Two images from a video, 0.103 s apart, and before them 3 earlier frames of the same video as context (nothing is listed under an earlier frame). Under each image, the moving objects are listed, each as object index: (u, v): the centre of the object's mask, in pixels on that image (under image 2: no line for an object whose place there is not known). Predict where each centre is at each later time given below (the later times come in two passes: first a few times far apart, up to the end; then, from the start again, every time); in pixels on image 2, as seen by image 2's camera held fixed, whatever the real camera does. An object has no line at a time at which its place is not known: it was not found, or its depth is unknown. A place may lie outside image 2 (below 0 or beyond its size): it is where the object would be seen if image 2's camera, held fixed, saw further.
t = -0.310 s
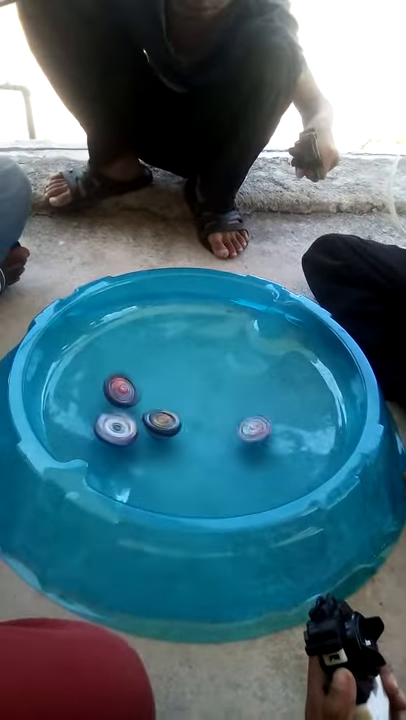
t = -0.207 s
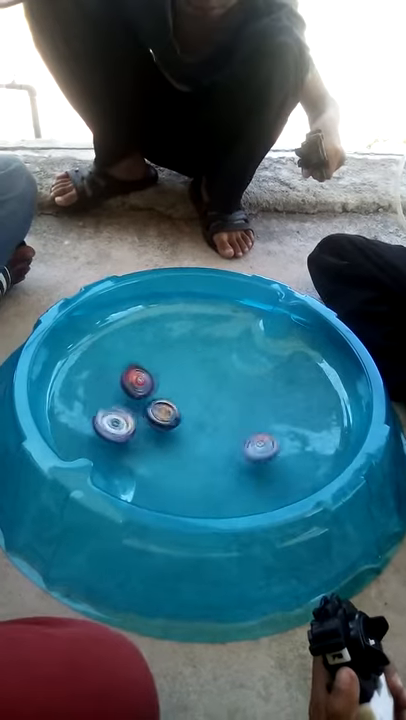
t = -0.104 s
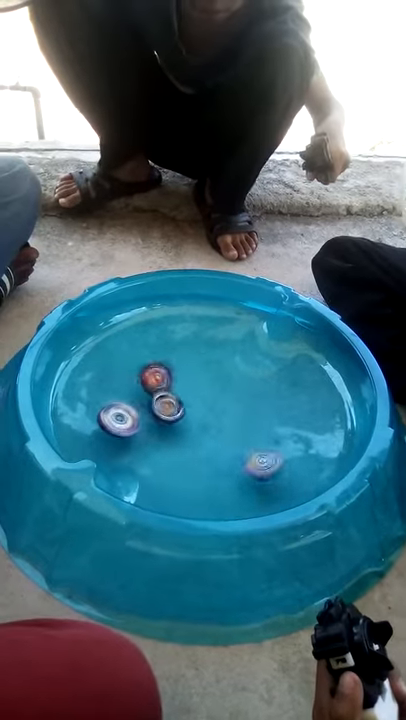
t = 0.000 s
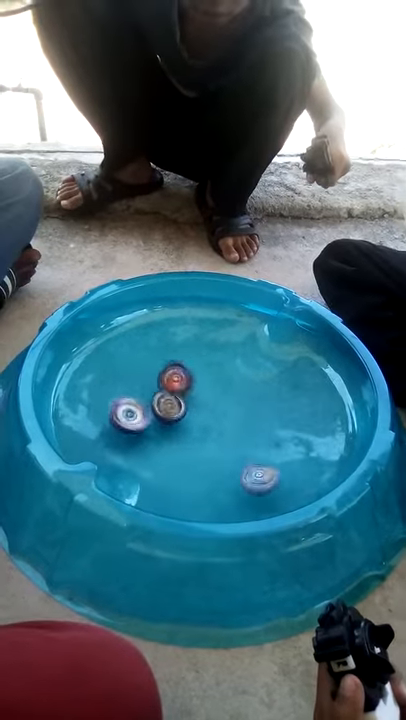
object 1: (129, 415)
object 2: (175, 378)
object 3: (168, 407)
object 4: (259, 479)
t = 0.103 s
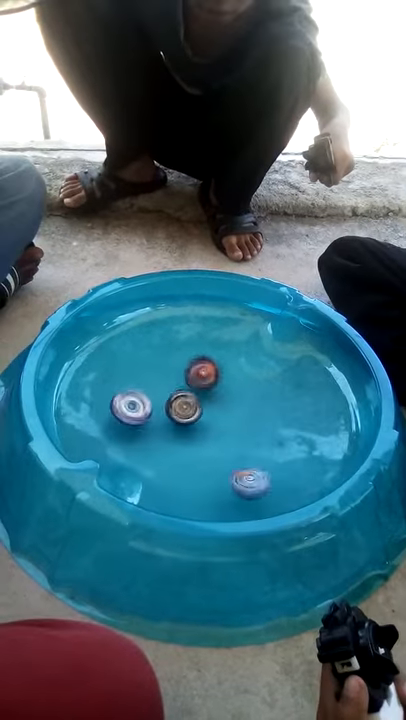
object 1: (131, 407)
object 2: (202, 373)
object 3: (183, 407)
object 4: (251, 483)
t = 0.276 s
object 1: (154, 405)
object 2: (229, 381)
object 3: (208, 408)
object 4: (217, 475)
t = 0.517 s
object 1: (192, 406)
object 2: (263, 388)
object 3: (218, 439)
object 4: (166, 445)
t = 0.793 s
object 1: (224, 414)
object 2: (290, 431)
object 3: (208, 456)
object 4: (116, 406)
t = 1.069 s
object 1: (235, 431)
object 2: (281, 408)
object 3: (180, 436)
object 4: (114, 377)
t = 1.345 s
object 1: (220, 443)
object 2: (233, 396)
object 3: (162, 389)
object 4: (152, 353)
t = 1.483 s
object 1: (209, 444)
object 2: (231, 400)
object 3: (164, 388)
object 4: (164, 327)
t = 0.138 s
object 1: (134, 405)
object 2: (210, 374)
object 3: (188, 407)
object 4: (245, 483)
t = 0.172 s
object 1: (138, 406)
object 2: (216, 375)
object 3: (193, 408)
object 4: (239, 482)
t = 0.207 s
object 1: (142, 405)
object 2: (222, 377)
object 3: (198, 409)
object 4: (231, 480)
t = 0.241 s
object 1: (148, 405)
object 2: (226, 378)
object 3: (202, 409)
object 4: (225, 478)
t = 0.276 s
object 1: (154, 405)
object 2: (229, 381)
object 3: (208, 408)
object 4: (217, 475)
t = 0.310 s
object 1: (160, 405)
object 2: (232, 382)
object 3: (214, 410)
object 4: (211, 472)
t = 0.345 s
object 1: (165, 405)
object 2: (234, 383)
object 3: (222, 410)
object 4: (203, 469)
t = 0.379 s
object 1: (171, 405)
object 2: (236, 386)
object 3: (226, 412)
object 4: (195, 465)
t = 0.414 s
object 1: (176, 405)
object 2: (247, 382)
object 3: (226, 418)
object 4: (188, 459)
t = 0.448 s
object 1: (182, 406)
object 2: (257, 382)
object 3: (222, 428)
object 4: (181, 455)
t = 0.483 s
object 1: (188, 406)
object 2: (262, 383)
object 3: (219, 433)
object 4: (174, 451)
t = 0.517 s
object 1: (192, 406)
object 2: (263, 388)
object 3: (218, 439)
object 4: (166, 445)
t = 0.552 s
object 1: (197, 406)
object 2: (265, 391)
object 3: (216, 445)
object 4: (159, 441)
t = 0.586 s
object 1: (201, 407)
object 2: (266, 397)
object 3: (216, 448)
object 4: (151, 436)
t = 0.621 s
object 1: (205, 408)
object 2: (269, 403)
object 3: (214, 451)
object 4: (143, 429)
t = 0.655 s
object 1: (209, 409)
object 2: (271, 409)
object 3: (214, 453)
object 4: (137, 424)
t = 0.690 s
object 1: (213, 410)
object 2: (275, 416)
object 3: (213, 455)
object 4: (132, 420)
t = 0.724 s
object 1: (217, 412)
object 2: (280, 421)
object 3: (213, 456)
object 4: (126, 416)
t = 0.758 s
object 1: (220, 413)
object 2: (284, 427)
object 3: (209, 456)
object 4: (121, 411)
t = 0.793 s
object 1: (224, 414)
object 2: (290, 431)
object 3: (208, 456)
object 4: (116, 406)
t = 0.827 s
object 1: (227, 416)
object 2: (291, 432)
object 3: (204, 455)
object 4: (113, 402)
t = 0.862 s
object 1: (228, 418)
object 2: (295, 433)
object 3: (203, 455)
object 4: (111, 397)
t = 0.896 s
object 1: (230, 420)
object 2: (295, 433)
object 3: (200, 452)
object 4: (110, 393)
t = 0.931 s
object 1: (233, 422)
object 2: (293, 429)
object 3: (198, 450)
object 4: (109, 390)
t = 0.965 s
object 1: (234, 423)
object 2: (290, 425)
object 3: (191, 448)
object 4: (110, 386)
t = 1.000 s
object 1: (234, 427)
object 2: (284, 422)
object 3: (188, 446)
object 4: (110, 383)
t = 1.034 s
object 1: (234, 429)
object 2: (286, 409)
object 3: (183, 440)
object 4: (112, 380)
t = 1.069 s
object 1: (235, 431)
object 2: (281, 408)
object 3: (180, 436)
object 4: (114, 377)
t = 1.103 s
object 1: (235, 432)
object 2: (276, 409)
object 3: (175, 431)
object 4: (118, 373)
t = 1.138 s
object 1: (234, 435)
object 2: (267, 404)
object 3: (172, 424)
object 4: (121, 371)
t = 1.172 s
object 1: (232, 437)
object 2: (255, 401)
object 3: (171, 419)
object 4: (126, 369)
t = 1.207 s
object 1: (231, 438)
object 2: (243, 401)
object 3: (171, 413)
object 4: (132, 368)
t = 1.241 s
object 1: (228, 439)
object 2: (233, 398)
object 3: (171, 408)
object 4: (136, 365)
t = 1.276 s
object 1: (225, 442)
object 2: (228, 397)
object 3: (170, 402)
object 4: (140, 364)
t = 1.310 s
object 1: (223, 443)
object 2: (232, 399)
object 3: (165, 391)
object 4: (146, 363)
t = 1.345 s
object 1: (220, 443)
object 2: (233, 396)
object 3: (162, 389)
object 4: (152, 353)
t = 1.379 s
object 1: (215, 444)
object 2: (233, 397)
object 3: (162, 389)
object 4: (155, 344)
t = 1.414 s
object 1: (212, 444)
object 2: (232, 399)
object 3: (162, 389)
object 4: (158, 337)
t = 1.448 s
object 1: (209, 444)
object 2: (231, 399)
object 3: (163, 389)
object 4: (162, 332)
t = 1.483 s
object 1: (209, 444)
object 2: (231, 400)
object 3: (164, 388)
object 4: (164, 327)
